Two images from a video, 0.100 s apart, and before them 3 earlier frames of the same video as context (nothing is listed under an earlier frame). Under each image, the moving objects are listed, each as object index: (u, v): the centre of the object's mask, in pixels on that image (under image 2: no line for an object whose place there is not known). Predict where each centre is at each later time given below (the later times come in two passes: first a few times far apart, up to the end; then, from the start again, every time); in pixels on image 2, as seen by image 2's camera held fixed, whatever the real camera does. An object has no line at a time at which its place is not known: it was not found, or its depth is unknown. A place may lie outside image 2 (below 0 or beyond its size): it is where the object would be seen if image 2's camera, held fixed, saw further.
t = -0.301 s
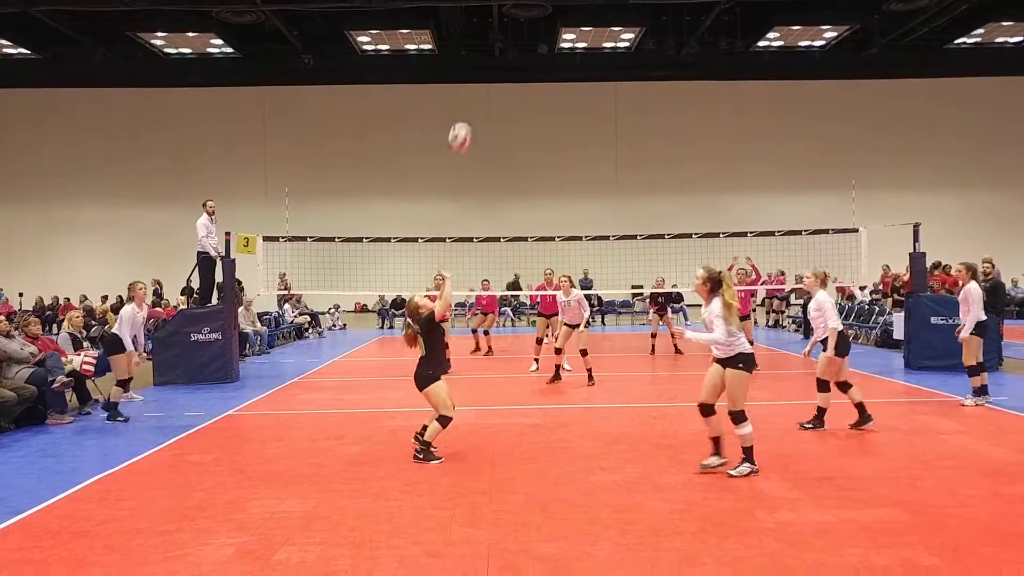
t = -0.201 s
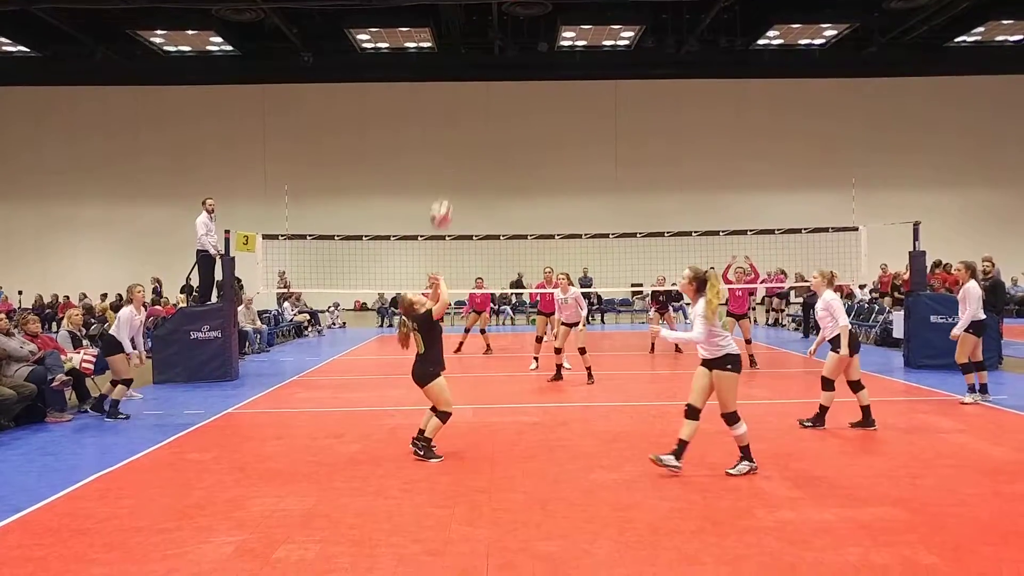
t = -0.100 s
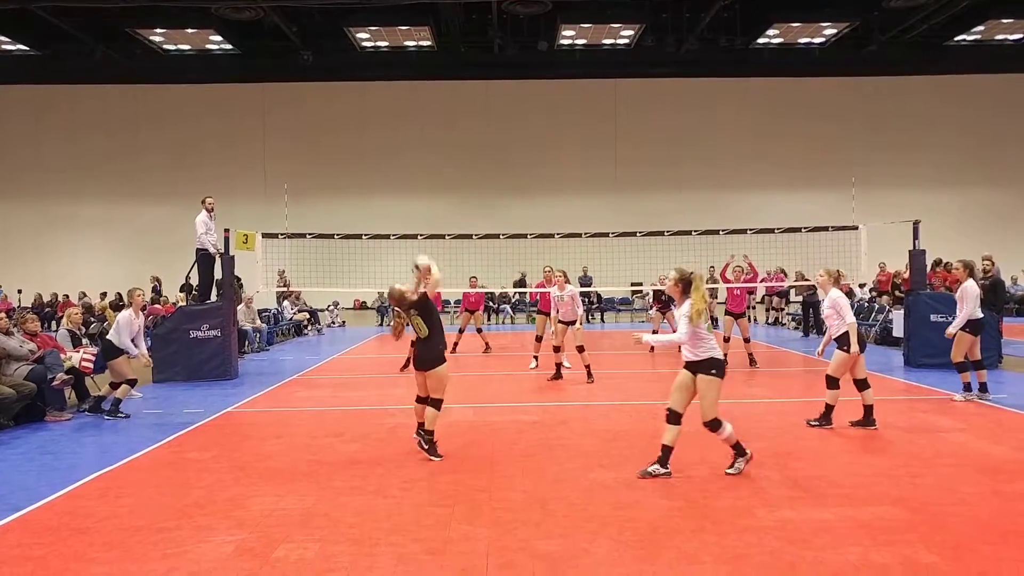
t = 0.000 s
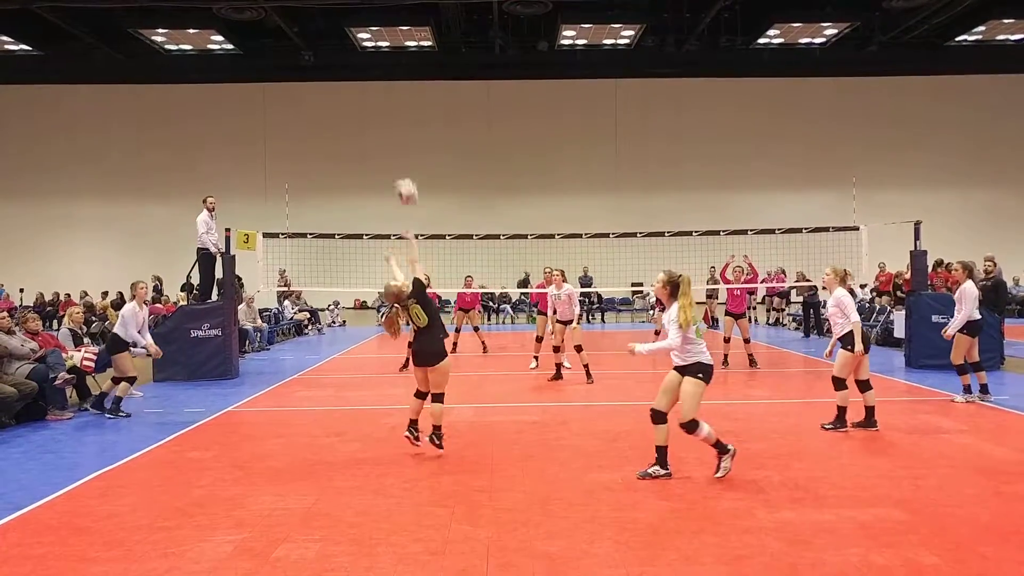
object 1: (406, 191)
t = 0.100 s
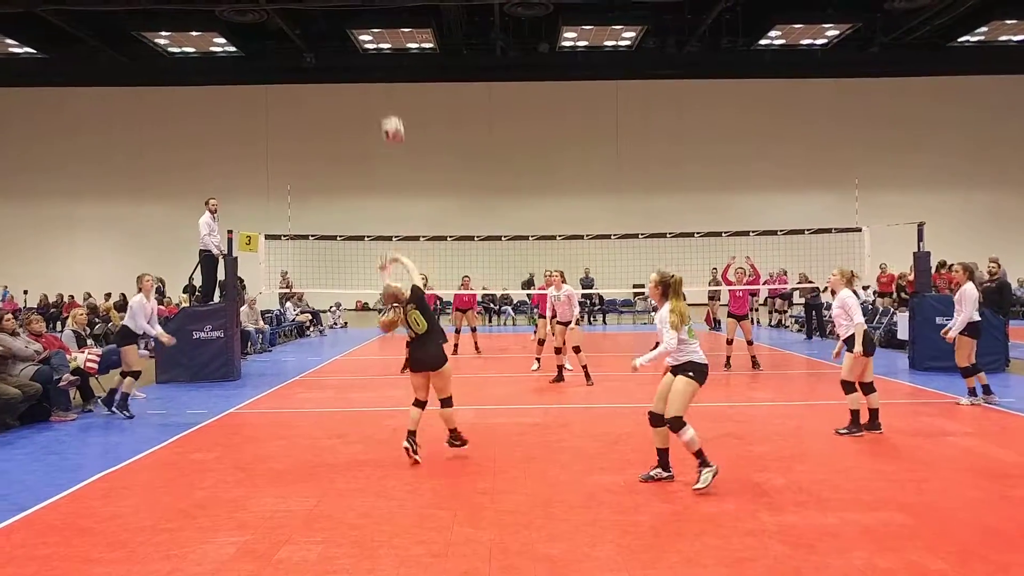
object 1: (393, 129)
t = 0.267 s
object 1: (370, 52)
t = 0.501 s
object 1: (346, -5)
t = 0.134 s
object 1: (388, 111)
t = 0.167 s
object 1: (383, 94)
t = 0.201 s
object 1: (379, 78)
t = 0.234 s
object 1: (374, 64)
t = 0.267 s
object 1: (370, 52)
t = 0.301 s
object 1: (366, 38)
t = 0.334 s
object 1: (362, 27)
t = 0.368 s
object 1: (359, 19)
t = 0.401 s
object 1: (355, 11)
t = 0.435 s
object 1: (353, 4)
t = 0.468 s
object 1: (349, -1)
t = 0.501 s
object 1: (346, -5)
